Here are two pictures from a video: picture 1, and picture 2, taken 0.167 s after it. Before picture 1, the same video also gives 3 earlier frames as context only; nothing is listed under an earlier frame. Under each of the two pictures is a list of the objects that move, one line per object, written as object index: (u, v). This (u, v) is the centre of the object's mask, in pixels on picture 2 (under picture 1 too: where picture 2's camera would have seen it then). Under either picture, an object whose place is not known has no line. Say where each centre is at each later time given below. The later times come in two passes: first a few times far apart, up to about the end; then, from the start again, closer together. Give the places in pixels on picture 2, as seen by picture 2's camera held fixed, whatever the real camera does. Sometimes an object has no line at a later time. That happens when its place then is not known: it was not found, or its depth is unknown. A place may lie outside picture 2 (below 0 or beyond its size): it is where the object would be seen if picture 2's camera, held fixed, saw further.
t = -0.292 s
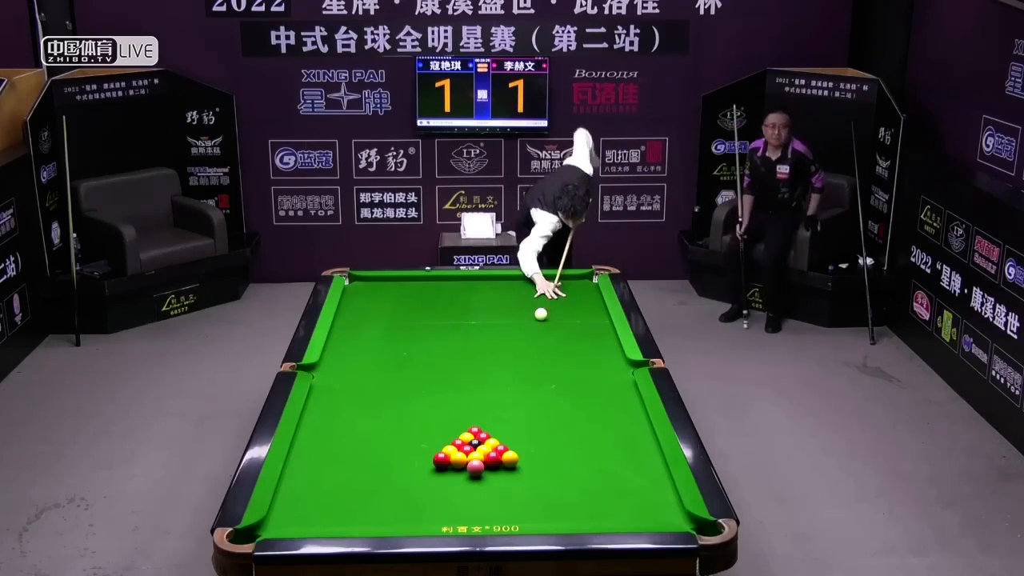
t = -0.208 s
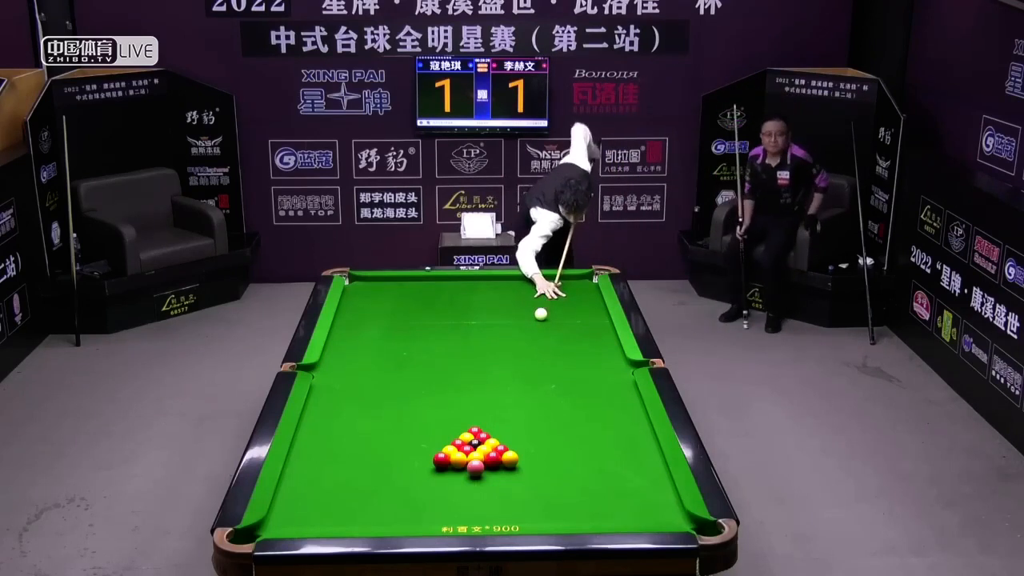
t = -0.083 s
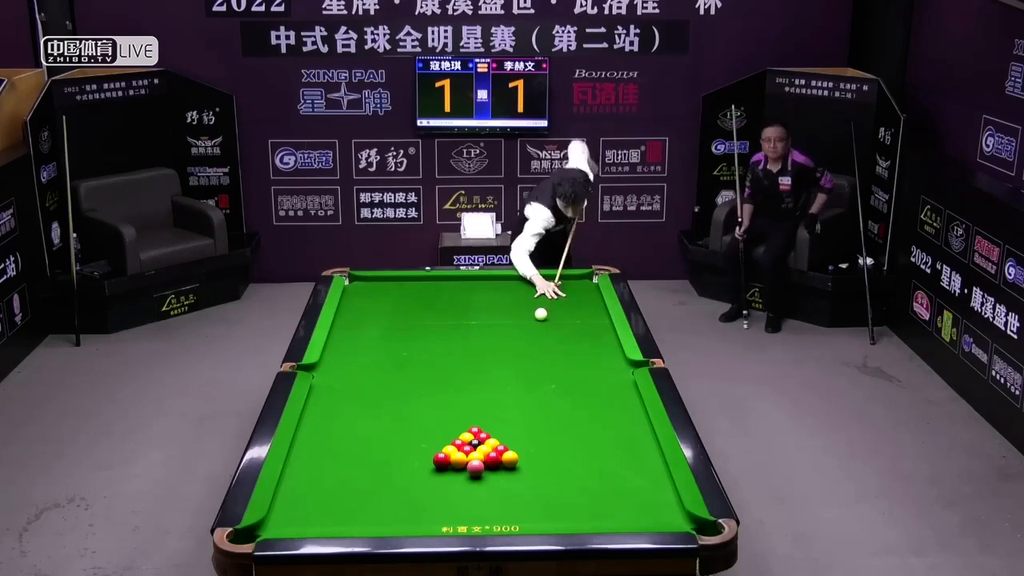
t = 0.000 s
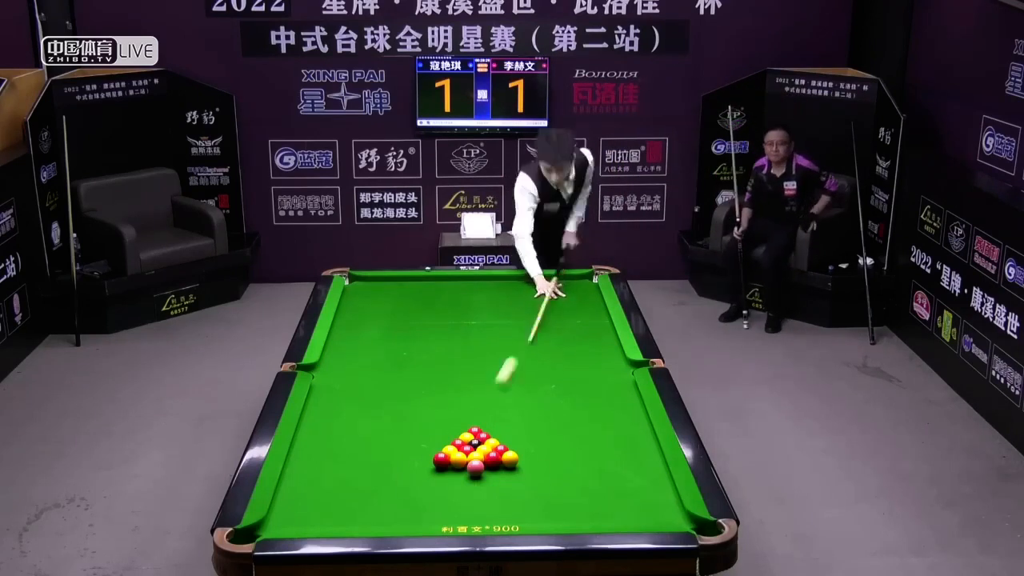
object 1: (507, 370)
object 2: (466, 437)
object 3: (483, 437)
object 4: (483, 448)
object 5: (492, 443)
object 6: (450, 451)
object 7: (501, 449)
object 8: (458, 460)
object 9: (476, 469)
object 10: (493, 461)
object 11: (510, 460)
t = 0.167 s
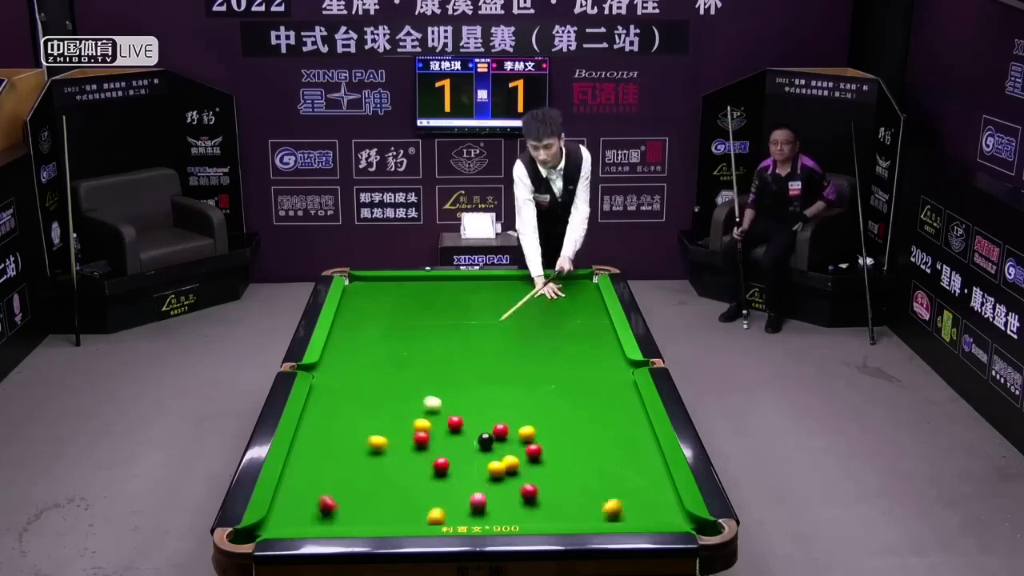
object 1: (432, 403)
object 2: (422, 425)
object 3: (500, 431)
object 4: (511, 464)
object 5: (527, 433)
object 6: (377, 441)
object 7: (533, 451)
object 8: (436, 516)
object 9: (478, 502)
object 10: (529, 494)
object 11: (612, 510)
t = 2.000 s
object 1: (519, 280)
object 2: (429, 331)
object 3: (609, 367)
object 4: (660, 467)
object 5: (430, 294)
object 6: (339, 347)
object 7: (528, 435)
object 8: (418, 492)
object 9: (511, 332)
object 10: (539, 348)
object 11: (484, 312)
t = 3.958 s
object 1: (531, 330)
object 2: (441, 306)
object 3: (547, 361)
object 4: (631, 413)
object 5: (351, 297)
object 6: (358, 305)
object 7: (416, 425)
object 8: (418, 492)
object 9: (538, 302)
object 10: (514, 280)
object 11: (347, 448)
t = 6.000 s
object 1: (446, 371)
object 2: (450, 302)
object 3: (542, 361)
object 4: (623, 402)
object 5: (354, 295)
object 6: (369, 294)
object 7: (395, 423)
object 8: (418, 492)
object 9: (569, 341)
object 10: (551, 288)
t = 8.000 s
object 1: (408, 389)
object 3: (542, 360)
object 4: (623, 402)
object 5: (354, 295)
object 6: (370, 294)
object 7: (395, 423)
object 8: (418, 492)
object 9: (585, 359)
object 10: (553, 289)
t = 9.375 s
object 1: (408, 389)
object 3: (542, 360)
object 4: (623, 402)
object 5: (354, 295)
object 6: (370, 294)
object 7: (395, 423)
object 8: (418, 491)
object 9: (586, 359)
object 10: (553, 288)
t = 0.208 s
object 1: (419, 395)
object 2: (409, 422)
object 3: (505, 429)
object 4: (518, 467)
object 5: (537, 430)
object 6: (356, 439)
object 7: (543, 451)
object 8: (430, 513)
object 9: (479, 513)
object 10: (541, 505)
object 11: (626, 492)
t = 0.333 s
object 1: (383, 379)
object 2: (377, 411)
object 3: (517, 422)
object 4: (540, 476)
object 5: (562, 421)
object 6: (303, 431)
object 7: (568, 451)
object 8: (421, 486)
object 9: (482, 507)
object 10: (568, 512)
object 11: (649, 445)
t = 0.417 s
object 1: (362, 369)
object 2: (357, 405)
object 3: (525, 417)
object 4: (555, 483)
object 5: (578, 415)
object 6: (336, 425)
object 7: (584, 451)
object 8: (421, 489)
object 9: (484, 493)
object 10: (578, 497)
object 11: (616, 423)
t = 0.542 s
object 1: (334, 357)
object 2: (330, 396)
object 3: (537, 411)
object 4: (574, 491)
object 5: (562, 404)
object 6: (332, 415)
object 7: (609, 449)
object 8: (421, 491)
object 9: (487, 475)
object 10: (594, 478)
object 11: (614, 398)
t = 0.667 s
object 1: (341, 349)
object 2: (322, 389)
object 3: (546, 406)
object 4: (590, 499)
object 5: (537, 394)
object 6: (322, 407)
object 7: (629, 450)
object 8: (420, 491)
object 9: (489, 461)
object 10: (608, 465)
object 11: (626, 381)
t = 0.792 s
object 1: (366, 340)
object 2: (348, 379)
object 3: (559, 399)
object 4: (610, 510)
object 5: (511, 383)
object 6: (318, 398)
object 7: (653, 449)
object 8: (419, 492)
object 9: (492, 444)
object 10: (626, 447)
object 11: (609, 358)
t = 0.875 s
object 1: (375, 335)
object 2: (358, 375)
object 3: (565, 396)
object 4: (619, 512)
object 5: (502, 379)
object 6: (317, 395)
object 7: (643, 448)
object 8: (419, 492)
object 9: (493, 436)
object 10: (632, 439)
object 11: (602, 350)
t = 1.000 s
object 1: (401, 324)
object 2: (383, 365)
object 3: (580, 388)
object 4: (641, 513)
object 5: (477, 365)
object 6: (318, 386)
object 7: (623, 446)
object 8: (419, 491)
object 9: (496, 416)
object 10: (635, 421)
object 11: (582, 325)
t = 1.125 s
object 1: (418, 317)
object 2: (400, 357)
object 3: (589, 383)
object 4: (652, 509)
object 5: (461, 357)
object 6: (321, 381)
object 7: (609, 445)
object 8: (418, 491)
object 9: (498, 404)
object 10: (621, 410)
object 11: (570, 311)
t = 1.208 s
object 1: (428, 312)
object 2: (410, 353)
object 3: (596, 380)
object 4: (659, 506)
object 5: (451, 352)
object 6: (323, 377)
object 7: (601, 444)
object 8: (419, 491)
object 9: (500, 396)
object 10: (612, 404)
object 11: (562, 302)
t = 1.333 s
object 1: (444, 306)
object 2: (425, 347)
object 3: (604, 375)
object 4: (669, 500)
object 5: (437, 344)
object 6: (326, 372)
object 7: (589, 442)
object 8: (418, 492)
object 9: (501, 385)
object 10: (600, 394)
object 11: (552, 289)
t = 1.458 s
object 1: (456, 301)
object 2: (424, 345)
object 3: (612, 372)
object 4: (668, 497)
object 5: (438, 335)
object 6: (328, 368)
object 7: (579, 441)
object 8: (418, 492)
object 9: (503, 376)
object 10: (590, 387)
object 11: (543, 279)
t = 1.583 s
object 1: (472, 293)
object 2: (426, 341)
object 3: (621, 366)
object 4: (665, 489)
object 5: (435, 324)
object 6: (331, 363)
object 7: (566, 439)
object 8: (418, 492)
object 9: (505, 364)
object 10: (576, 376)
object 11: (530, 286)
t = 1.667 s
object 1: (479, 291)
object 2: (426, 340)
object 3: (625, 364)
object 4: (663, 485)
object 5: (435, 320)
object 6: (332, 361)
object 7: (560, 439)
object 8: (418, 492)
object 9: (506, 359)
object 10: (571, 372)
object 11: (524, 290)
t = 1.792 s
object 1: (494, 284)
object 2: (427, 337)
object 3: (621, 364)
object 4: (662, 479)
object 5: (433, 310)
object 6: (335, 356)
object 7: (548, 437)
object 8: (418, 492)
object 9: (508, 349)
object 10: (558, 363)
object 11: (509, 299)
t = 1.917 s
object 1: (504, 280)
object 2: (428, 334)
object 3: (616, 366)
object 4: (661, 474)
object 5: (431, 303)
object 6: (337, 352)
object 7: (539, 436)
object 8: (419, 491)
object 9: (509, 342)
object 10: (550, 357)
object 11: (499, 305)
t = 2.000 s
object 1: (519, 280)
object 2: (429, 331)
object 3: (609, 367)
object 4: (660, 467)
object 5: (430, 294)
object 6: (339, 347)
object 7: (528, 435)
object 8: (418, 492)
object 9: (511, 332)
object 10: (539, 348)
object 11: (484, 312)
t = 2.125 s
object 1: (532, 283)
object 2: (430, 329)
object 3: (603, 369)
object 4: (658, 463)
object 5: (428, 287)
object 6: (341, 344)
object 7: (518, 434)
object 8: (418, 491)
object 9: (512, 324)
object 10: (529, 341)
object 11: (470, 319)
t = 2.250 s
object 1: (544, 285)
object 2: (431, 326)
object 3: (599, 369)
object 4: (656, 458)
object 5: (424, 288)
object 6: (342, 341)
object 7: (511, 433)
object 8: (418, 491)
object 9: (513, 318)
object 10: (522, 336)
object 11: (459, 325)
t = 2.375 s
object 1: (559, 288)
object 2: (431, 324)
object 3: (591, 368)
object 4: (653, 453)
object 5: (417, 292)
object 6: (344, 337)
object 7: (500, 432)
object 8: (418, 492)
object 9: (515, 310)
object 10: (512, 329)
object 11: (442, 333)
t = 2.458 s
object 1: (566, 290)
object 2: (432, 323)
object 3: (588, 369)
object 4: (652, 451)
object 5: (414, 293)
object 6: (344, 335)
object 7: (496, 432)
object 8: (418, 492)
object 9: (516, 307)
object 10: (508, 326)
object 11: (435, 337)
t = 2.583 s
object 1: (581, 294)
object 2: (433, 321)
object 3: (584, 369)
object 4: (650, 446)
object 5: (408, 296)
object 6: (346, 332)
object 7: (487, 431)
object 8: (418, 492)
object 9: (518, 300)
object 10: (499, 319)
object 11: (418, 346)
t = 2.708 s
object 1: (592, 296)
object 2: (434, 320)
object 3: (580, 368)
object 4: (648, 443)
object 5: (403, 298)
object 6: (347, 329)
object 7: (480, 430)
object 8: (418, 491)
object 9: (519, 294)
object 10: (493, 315)
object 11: (406, 352)
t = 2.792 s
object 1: (594, 299)
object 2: (434, 319)
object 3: (576, 367)
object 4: (646, 440)
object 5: (399, 299)
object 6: (349, 327)
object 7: (474, 429)
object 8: (418, 491)
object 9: (519, 289)
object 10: (486, 310)
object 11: (393, 359)
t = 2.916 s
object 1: (586, 303)
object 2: (435, 316)
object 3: (571, 366)
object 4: (644, 435)
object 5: (392, 299)
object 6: (350, 324)
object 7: (464, 429)
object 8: (418, 492)
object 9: (521, 282)
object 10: (478, 303)
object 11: (373, 369)
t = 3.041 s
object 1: (579, 307)
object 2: (436, 315)
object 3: (567, 365)
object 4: (642, 431)
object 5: (386, 301)
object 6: (351, 321)
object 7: (456, 428)
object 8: (419, 491)
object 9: (523, 278)
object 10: (476, 298)
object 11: (354, 379)
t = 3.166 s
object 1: (571, 310)
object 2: (437, 313)
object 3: (562, 365)
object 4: (639, 428)
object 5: (380, 300)
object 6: (353, 318)
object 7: (449, 427)
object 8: (418, 492)
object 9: (525, 282)
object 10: (483, 295)
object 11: (335, 389)
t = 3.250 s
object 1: (568, 312)
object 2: (437, 313)
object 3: (561, 364)
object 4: (639, 427)
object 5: (377, 300)
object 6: (353, 317)
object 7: (446, 427)
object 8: (419, 492)
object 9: (526, 283)
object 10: (486, 294)
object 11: (327, 393)
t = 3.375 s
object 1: (561, 315)
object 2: (438, 311)
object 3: (557, 364)
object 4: (637, 424)
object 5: (371, 299)
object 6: (354, 315)
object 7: (440, 426)
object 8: (418, 492)
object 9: (529, 287)
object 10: (491, 291)
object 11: (315, 403)
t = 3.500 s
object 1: (555, 318)
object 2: (438, 310)
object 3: (555, 363)
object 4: (636, 421)
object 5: (367, 299)
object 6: (355, 313)
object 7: (434, 426)
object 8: (418, 492)
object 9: (531, 290)
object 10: (496, 288)
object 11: (321, 412)
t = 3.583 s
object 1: (551, 320)
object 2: (439, 309)
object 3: (553, 363)
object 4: (635, 419)
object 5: (364, 298)
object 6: (356, 311)
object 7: (431, 426)
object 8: (418, 492)
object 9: (532, 292)
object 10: (500, 287)
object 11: (326, 417)
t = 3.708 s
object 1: (545, 323)
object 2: (439, 308)
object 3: (551, 362)
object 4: (634, 417)
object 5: (360, 297)
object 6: (356, 309)
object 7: (426, 425)
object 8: (418, 492)
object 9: (534, 295)
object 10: (504, 284)
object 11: (332, 426)
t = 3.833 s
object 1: (540, 326)
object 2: (440, 307)
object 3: (549, 362)
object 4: (633, 416)
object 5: (356, 297)
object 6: (357, 308)
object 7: (422, 425)
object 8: (419, 492)
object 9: (535, 297)
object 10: (508, 283)
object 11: (337, 434)
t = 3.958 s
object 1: (531, 330)
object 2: (441, 306)
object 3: (547, 361)
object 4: (631, 413)
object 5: (351, 297)
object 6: (358, 305)
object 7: (416, 425)
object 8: (418, 492)
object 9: (538, 302)
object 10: (514, 280)
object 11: (347, 448)
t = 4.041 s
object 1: (528, 332)
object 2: (442, 306)
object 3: (546, 361)
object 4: (631, 412)
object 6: (359, 305)
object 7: (414, 425)
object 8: (418, 492)
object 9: (539, 303)
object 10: (516, 279)
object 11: (351, 453)
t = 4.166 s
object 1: (521, 335)
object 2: (444, 305)
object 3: (545, 361)
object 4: (630, 410)
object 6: (360, 303)
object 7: (410, 424)
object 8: (418, 492)
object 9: (542, 306)
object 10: (520, 278)
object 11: (359, 464)
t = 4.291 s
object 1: (515, 337)
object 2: (445, 304)
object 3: (544, 361)
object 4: (629, 409)
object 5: (348, 296)
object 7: (407, 424)
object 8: (418, 492)
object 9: (543, 309)
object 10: (523, 279)
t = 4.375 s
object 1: (511, 339)
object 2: (446, 304)
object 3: (543, 361)
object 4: (628, 408)
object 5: (349, 296)
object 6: (361, 301)
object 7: (405, 424)
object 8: (418, 492)
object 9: (545, 311)
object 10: (525, 280)
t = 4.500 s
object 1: (506, 342)
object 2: (447, 304)
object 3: (543, 360)
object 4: (628, 407)
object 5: (350, 296)
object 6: (362, 300)
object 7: (403, 424)
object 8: (418, 492)
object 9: (547, 313)
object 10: (528, 281)
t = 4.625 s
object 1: (501, 344)
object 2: (448, 303)
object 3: (542, 360)
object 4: (627, 406)
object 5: (351, 296)
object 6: (362, 299)
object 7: (401, 424)
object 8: (418, 492)
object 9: (548, 316)
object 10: (531, 281)
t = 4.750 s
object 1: (495, 347)
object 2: (449, 303)
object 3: (542, 360)
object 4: (626, 405)
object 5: (353, 295)
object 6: (364, 297)
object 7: (398, 424)
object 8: (418, 493)
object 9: (551, 319)
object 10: (533, 282)
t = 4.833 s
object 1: (492, 348)
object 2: (449, 303)
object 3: (542, 361)
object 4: (626, 405)
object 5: (353, 295)
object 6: (364, 297)
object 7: (397, 424)
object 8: (418, 493)
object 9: (552, 320)
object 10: (534, 283)
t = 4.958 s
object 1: (484, 352)
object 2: (450, 302)
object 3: (542, 361)
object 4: (625, 404)
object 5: (354, 295)
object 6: (365, 296)
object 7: (395, 423)
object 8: (418, 493)
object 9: (554, 323)
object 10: (538, 284)
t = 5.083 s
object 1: (479, 355)
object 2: (450, 302)
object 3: (542, 361)
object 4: (625, 403)
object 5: (354, 295)
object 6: (366, 296)
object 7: (394, 423)
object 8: (418, 492)
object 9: (556, 326)
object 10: (540, 284)
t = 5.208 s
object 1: (475, 356)
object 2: (450, 302)
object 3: (542, 361)
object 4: (624, 403)
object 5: (354, 295)
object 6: (367, 295)
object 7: (394, 423)
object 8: (418, 492)
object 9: (557, 328)
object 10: (542, 285)
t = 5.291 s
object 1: (471, 358)
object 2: (450, 302)
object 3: (542, 361)
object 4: (624, 403)
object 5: (354, 295)
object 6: (368, 295)
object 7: (394, 423)
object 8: (418, 493)
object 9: (559, 330)
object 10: (543, 286)
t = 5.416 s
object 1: (467, 360)
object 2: (450, 302)
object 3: (542, 361)
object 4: (623, 402)
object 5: (354, 295)
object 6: (368, 295)
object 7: (394, 423)
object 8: (418, 493)
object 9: (560, 332)
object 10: (544, 286)
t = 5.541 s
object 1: (462, 363)
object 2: (450, 302)
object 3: (542, 361)
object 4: (623, 402)
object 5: (354, 295)
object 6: (369, 294)
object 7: (395, 423)
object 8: (418, 492)
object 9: (563, 334)
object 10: (546, 287)
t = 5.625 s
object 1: (459, 364)
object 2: (450, 302)
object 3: (542, 361)
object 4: (623, 402)
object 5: (354, 295)
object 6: (369, 294)
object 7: (395, 423)
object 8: (418, 492)
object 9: (563, 335)
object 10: (547, 287)
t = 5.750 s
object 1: (455, 367)
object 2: (450, 302)
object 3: (542, 361)
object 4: (623, 402)
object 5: (354, 295)
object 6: (369, 294)
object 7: (395, 423)
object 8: (418, 492)
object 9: (565, 337)
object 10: (549, 287)
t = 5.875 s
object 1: (451, 368)
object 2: (450, 302)
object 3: (542, 361)
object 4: (623, 402)
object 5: (354, 295)
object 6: (369, 294)
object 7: (395, 423)
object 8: (419, 492)
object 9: (566, 339)
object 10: (550, 288)
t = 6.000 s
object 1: (446, 371)
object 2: (450, 302)
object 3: (542, 361)
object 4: (623, 402)
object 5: (354, 295)
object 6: (369, 294)
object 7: (395, 423)
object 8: (418, 492)
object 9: (569, 341)
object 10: (551, 288)
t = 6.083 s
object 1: (443, 372)
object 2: (450, 302)
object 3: (542, 361)
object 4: (623, 402)
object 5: (354, 295)
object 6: (370, 294)
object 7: (395, 423)
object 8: (419, 492)
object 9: (570, 343)
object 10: (552, 288)
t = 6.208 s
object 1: (440, 374)
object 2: (450, 302)
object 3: (542, 361)
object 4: (623, 402)
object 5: (354, 295)
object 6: (370, 294)
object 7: (395, 423)
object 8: (419, 491)
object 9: (571, 344)
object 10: (552, 288)
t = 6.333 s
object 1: (436, 376)
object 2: (450, 302)
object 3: (542, 361)
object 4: (623, 402)
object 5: (354, 295)
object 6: (370, 294)
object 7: (395, 423)
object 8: (418, 492)
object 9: (573, 346)
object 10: (553, 288)
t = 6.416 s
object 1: (434, 376)
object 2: (450, 302)
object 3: (542, 361)
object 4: (623, 402)
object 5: (354, 295)
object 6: (370, 294)
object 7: (395, 423)
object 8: (419, 491)
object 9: (573, 347)
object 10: (553, 288)
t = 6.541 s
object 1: (431, 378)
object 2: (450, 302)
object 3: (542, 361)
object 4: (623, 402)
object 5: (354, 295)
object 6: (370, 294)
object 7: (395, 423)
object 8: (418, 492)
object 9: (575, 349)
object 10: (553, 288)
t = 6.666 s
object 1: (428, 379)
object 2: (450, 302)
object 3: (542, 360)
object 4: (623, 402)
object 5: (354, 295)
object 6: (370, 294)
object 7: (395, 423)
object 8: (419, 491)
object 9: (576, 350)
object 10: (553, 289)
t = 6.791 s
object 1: (425, 381)
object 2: (450, 302)
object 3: (542, 360)
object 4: (623, 402)
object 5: (354, 295)
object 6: (370, 294)
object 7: (395, 423)
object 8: (418, 492)
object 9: (578, 351)
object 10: (553, 288)
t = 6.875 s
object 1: (424, 382)
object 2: (450, 302)
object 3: (542, 361)
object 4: (623, 402)
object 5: (354, 295)
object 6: (370, 294)
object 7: (395, 423)
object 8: (418, 492)
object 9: (579, 352)
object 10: (553, 288)
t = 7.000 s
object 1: (420, 383)
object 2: (450, 302)
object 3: (542, 361)
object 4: (623, 402)
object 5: (354, 295)
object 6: (370, 294)
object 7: (395, 423)
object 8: (419, 491)
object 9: (580, 353)
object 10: (553, 289)
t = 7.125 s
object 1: (418, 385)
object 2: (450, 302)
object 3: (542, 360)
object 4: (623, 402)
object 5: (354, 295)
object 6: (370, 294)
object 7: (395, 423)
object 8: (418, 492)
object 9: (581, 355)
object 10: (553, 289)
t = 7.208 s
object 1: (417, 385)
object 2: (450, 302)
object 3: (542, 360)
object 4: (623, 402)
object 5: (354, 295)
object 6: (370, 294)
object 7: (395, 423)
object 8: (418, 492)
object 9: (582, 355)
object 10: (553, 288)
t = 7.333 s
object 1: (415, 386)
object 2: (450, 302)
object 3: (542, 360)
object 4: (623, 402)
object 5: (354, 295)
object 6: (370, 294)
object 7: (395, 423)
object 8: (418, 492)
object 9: (583, 356)
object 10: (553, 289)
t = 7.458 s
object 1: (414, 387)
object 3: (542, 361)
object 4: (623, 402)
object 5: (354, 295)
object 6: (370, 294)
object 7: (395, 423)
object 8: (418, 492)
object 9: (584, 357)
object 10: (553, 289)
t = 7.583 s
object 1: (412, 387)
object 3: (542, 360)
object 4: (623, 402)
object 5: (354, 295)
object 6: (370, 294)
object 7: (395, 423)
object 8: (418, 492)
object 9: (585, 357)
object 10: (553, 288)
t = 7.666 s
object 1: (411, 388)
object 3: (542, 360)
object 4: (623, 402)
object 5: (354, 295)
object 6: (370, 294)
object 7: (395, 423)
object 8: (419, 492)
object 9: (585, 358)
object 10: (553, 289)
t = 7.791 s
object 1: (410, 388)
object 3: (542, 360)
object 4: (623, 402)
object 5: (354, 295)
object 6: (370, 294)
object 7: (395, 423)
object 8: (418, 492)
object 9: (585, 358)
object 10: (553, 288)
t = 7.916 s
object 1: (409, 389)
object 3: (542, 360)
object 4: (623, 402)
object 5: (354, 295)
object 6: (370, 294)
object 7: (395, 423)
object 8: (418, 492)
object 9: (585, 359)
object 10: (553, 289)
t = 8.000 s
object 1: (408, 389)
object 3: (542, 360)
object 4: (623, 402)
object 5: (354, 295)
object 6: (370, 294)
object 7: (395, 423)
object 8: (418, 492)
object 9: (585, 359)
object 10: (553, 289)
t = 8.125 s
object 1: (408, 389)
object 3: (542, 360)
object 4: (623, 402)
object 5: (354, 295)
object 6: (370, 294)
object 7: (395, 423)
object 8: (418, 492)
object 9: (586, 359)
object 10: (553, 289)
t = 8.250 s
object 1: (407, 389)
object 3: (542, 360)
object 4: (623, 402)
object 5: (354, 295)
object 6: (370, 294)
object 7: (395, 423)
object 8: (418, 492)
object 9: (586, 359)
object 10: (553, 289)
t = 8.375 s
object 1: (407, 389)
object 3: (542, 360)
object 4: (623, 402)
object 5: (354, 295)
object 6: (370, 294)
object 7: (395, 423)
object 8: (418, 491)
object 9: (586, 359)
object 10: (553, 289)
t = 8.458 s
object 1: (408, 389)
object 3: (542, 360)
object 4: (623, 402)
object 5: (354, 295)
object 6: (370, 294)
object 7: (395, 423)
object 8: (418, 491)
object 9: (586, 359)
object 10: (553, 289)
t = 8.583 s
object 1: (408, 389)
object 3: (542, 361)
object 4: (623, 402)
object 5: (354, 295)
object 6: (370, 294)
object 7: (395, 423)
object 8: (419, 491)
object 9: (586, 359)
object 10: (553, 288)
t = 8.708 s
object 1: (408, 389)
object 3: (542, 361)
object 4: (623, 402)
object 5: (354, 295)
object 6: (370, 294)
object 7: (395, 423)
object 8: (418, 491)
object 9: (586, 359)
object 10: (553, 288)
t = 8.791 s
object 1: (408, 389)
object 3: (542, 360)
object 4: (623, 402)
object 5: (354, 295)
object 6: (370, 294)
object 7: (395, 423)
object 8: (419, 491)
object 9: (586, 359)
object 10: (553, 288)
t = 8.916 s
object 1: (408, 389)
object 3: (542, 361)
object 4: (623, 402)
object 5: (354, 295)
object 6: (370, 294)
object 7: (395, 423)
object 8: (418, 492)
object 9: (586, 359)
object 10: (553, 288)
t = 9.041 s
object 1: (408, 389)
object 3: (542, 360)
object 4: (623, 402)
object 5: (354, 295)
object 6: (370, 294)
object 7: (395, 423)
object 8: (418, 491)
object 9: (586, 359)
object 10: (553, 289)
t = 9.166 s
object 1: (408, 389)
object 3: (542, 360)
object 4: (623, 402)
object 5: (354, 295)
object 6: (370, 294)
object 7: (395, 423)
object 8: (418, 491)
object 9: (586, 359)
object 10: (553, 288)
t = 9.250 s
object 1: (408, 389)
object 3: (542, 360)
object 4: (623, 402)
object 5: (354, 295)
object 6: (370, 294)
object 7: (395, 423)
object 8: (418, 492)
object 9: (586, 359)
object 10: (553, 289)
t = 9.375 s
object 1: (408, 389)
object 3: (542, 360)
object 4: (623, 402)
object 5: (354, 295)
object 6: (370, 294)
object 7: (395, 423)
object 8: (418, 491)
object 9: (586, 359)
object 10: (553, 288)
